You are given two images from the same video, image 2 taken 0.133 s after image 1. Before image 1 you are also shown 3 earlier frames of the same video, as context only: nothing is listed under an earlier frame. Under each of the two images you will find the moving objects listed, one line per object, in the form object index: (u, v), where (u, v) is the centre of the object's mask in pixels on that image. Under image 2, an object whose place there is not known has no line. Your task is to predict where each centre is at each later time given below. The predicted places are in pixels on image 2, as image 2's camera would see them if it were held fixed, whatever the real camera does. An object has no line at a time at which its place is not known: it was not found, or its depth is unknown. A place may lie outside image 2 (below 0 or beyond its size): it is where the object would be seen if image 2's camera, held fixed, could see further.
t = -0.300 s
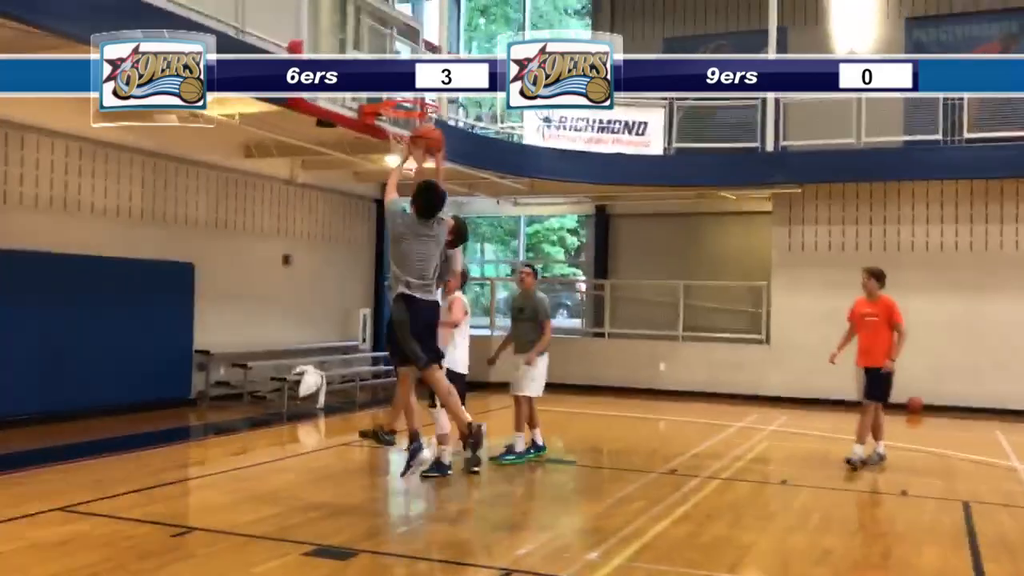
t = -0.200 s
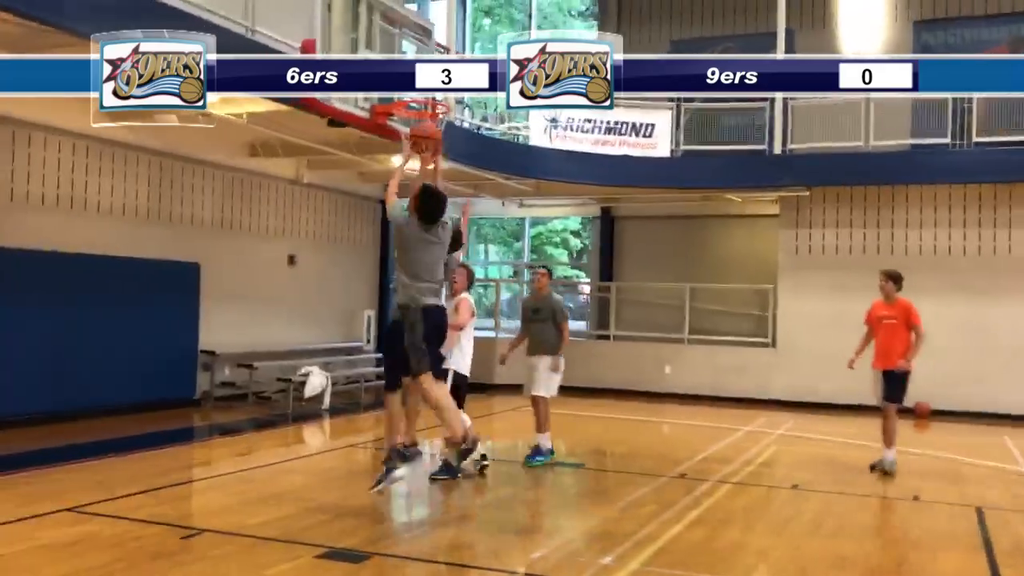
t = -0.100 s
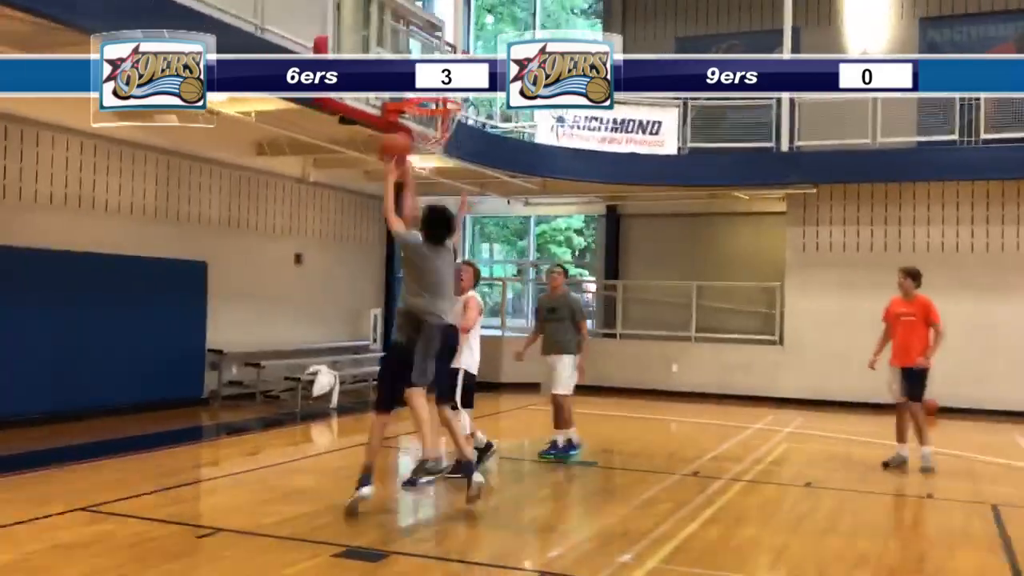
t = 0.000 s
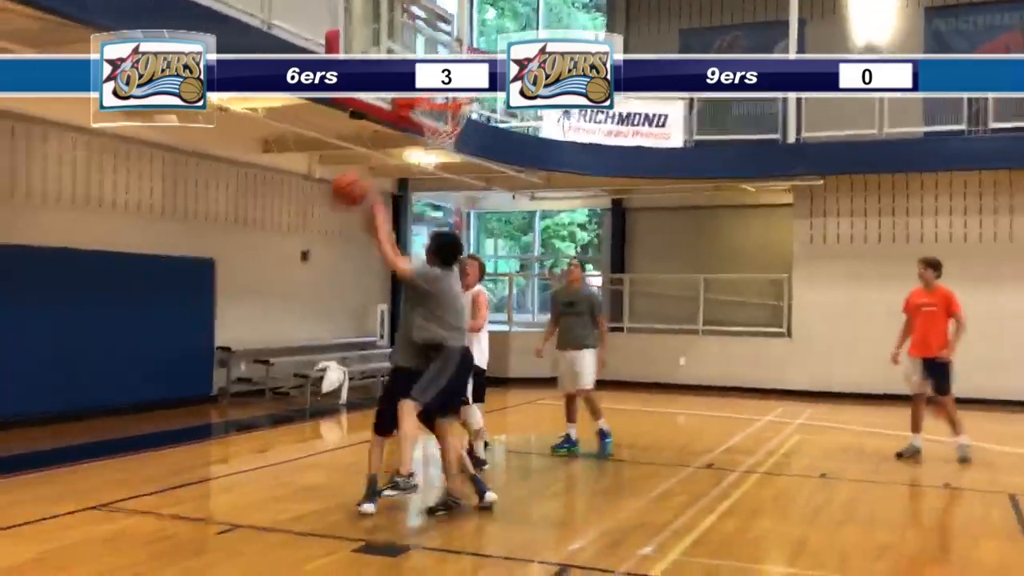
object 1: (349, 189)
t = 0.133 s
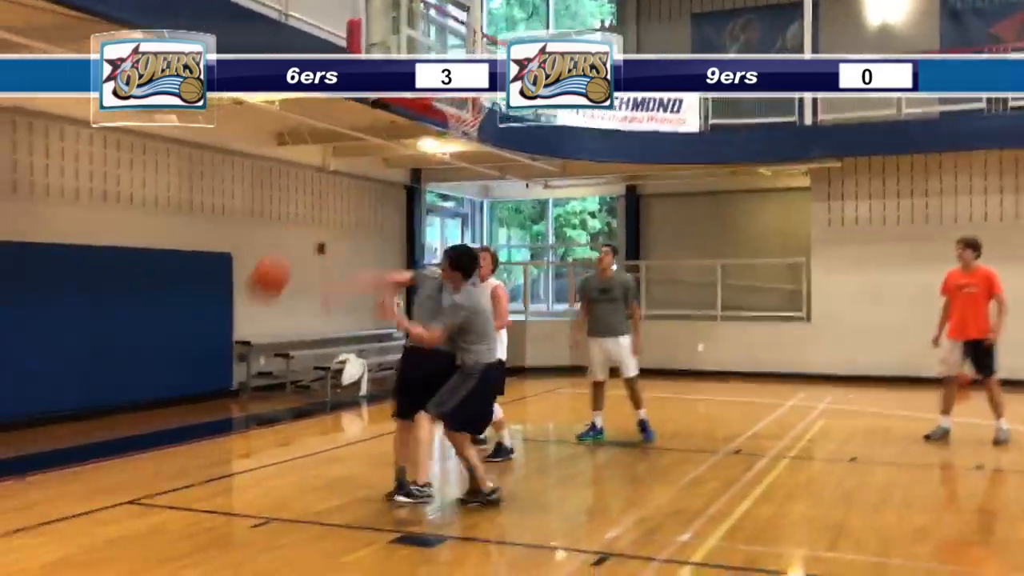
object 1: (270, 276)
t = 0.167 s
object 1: (244, 309)
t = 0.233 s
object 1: (193, 376)
